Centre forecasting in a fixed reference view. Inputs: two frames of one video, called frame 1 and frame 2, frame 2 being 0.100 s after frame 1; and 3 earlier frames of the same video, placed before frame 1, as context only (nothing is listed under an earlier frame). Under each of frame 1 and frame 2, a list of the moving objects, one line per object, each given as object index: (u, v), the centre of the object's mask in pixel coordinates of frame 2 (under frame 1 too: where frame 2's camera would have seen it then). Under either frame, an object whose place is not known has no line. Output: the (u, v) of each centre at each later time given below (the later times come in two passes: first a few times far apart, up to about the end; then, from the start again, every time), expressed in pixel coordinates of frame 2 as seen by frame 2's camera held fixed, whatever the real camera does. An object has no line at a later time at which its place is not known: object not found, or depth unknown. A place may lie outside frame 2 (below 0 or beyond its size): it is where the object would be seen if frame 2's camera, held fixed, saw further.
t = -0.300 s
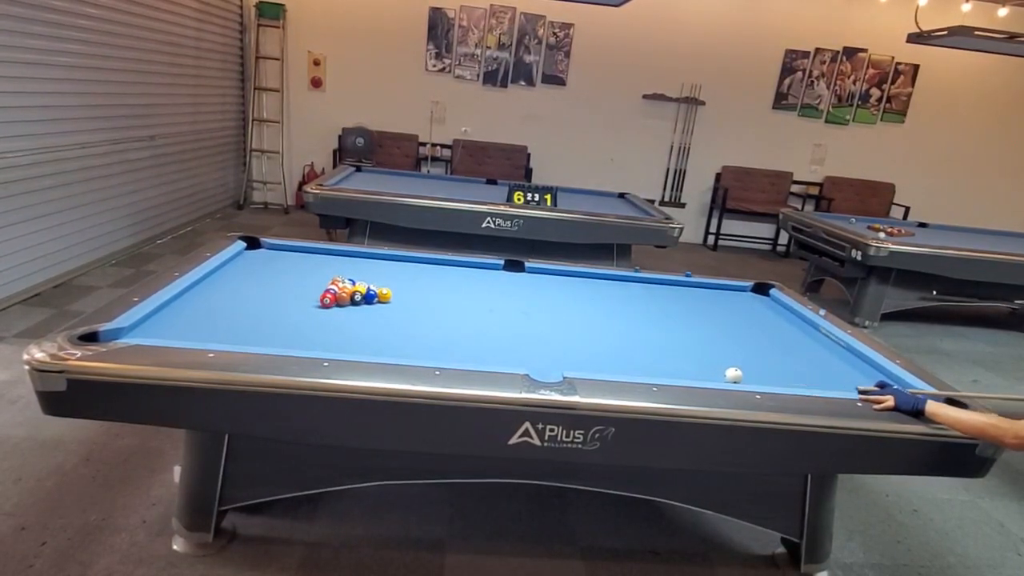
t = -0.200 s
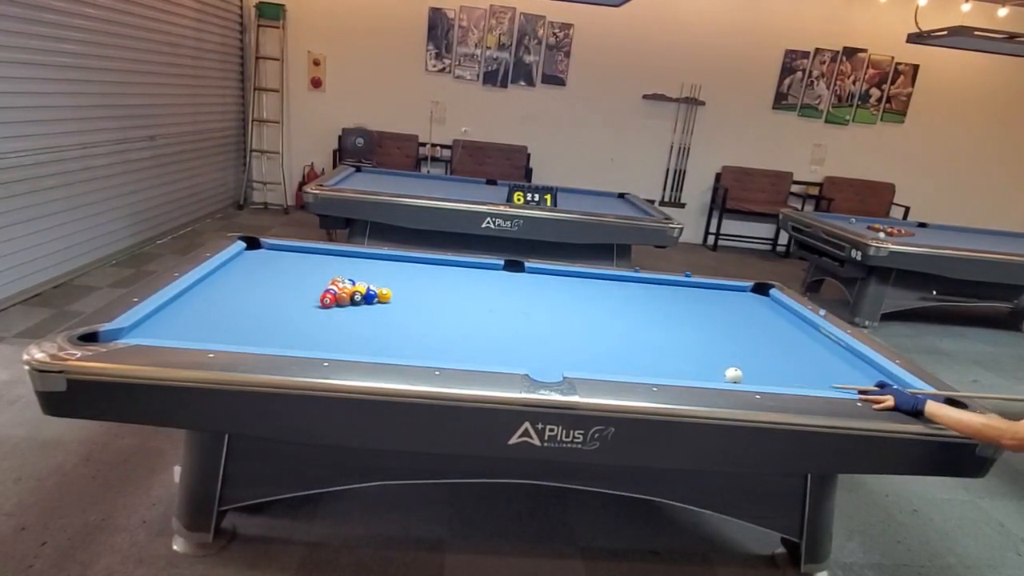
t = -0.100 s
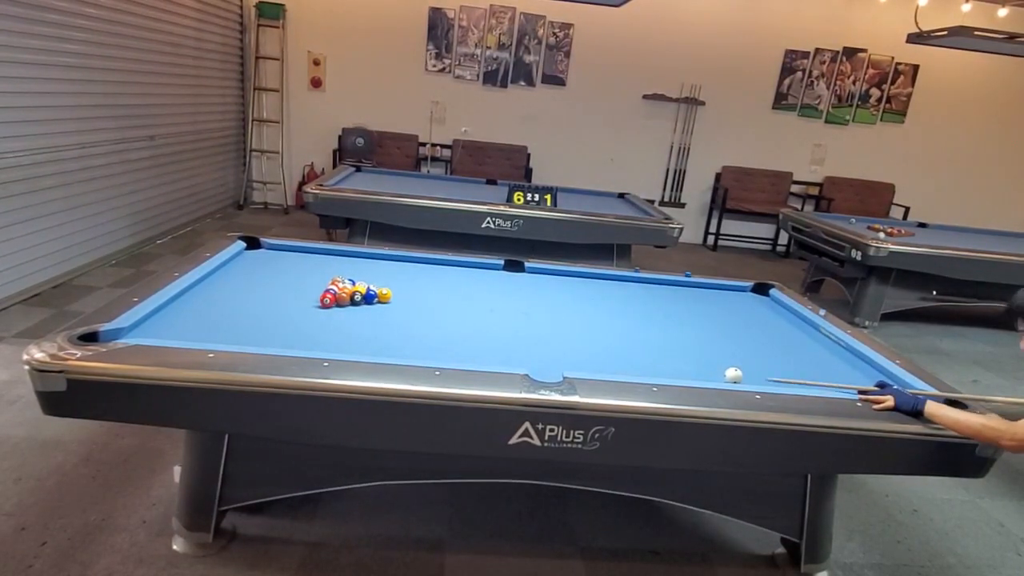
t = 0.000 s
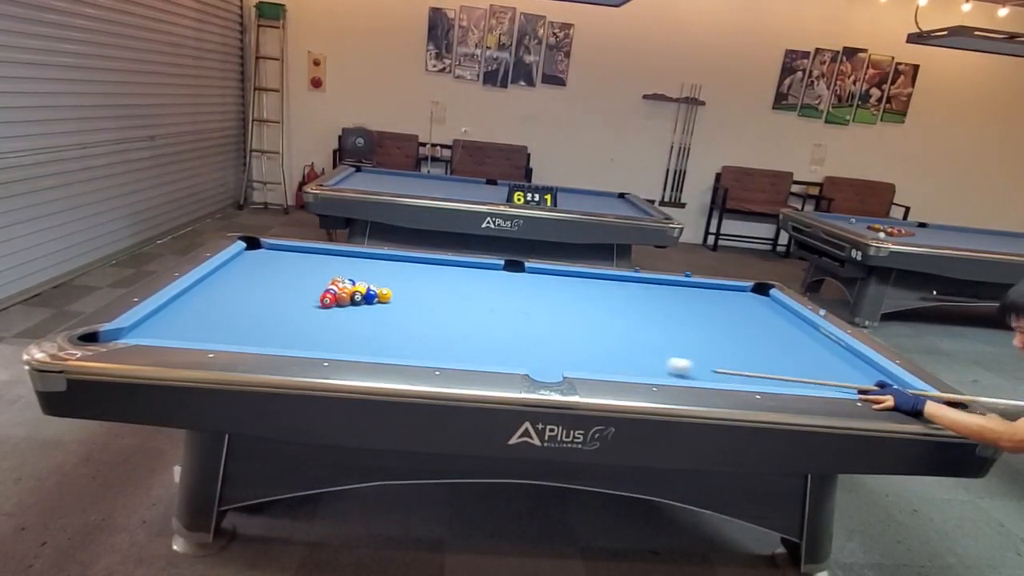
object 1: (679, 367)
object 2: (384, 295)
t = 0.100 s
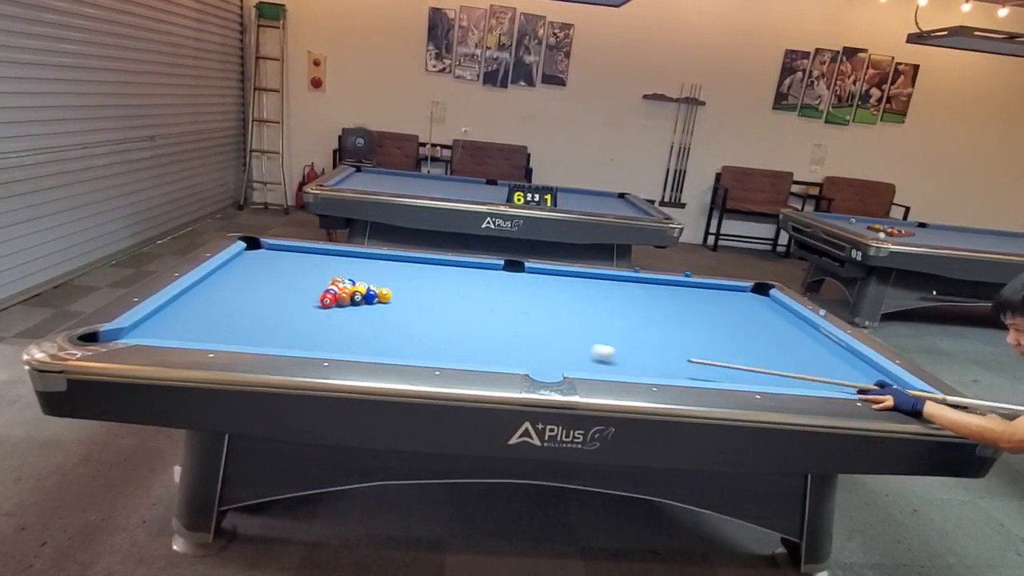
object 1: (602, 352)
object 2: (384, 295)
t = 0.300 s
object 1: (474, 330)
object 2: (384, 295)
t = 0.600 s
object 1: (316, 306)
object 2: (386, 295)
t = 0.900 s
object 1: (195, 309)
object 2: (397, 299)
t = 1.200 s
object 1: (209, 319)
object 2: (408, 302)
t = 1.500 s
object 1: (263, 333)
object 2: (418, 304)
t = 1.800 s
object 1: (317, 344)
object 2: (425, 307)
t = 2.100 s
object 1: (369, 349)
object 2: (431, 309)
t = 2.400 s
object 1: (415, 351)
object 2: (436, 310)
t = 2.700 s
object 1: (457, 352)
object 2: (439, 311)
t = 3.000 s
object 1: (495, 351)
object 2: (442, 312)
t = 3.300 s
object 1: (529, 350)
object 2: (442, 312)
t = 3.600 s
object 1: (561, 350)
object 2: (442, 312)
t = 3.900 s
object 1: (589, 349)
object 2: (442, 312)
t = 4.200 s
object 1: (615, 349)
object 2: (442, 312)
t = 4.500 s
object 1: (638, 350)
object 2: (442, 312)
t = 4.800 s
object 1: (659, 349)
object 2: (442, 312)
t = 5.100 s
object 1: (677, 349)
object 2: (442, 312)
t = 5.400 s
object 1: (693, 348)
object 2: (442, 312)
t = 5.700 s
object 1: (707, 349)
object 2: (442, 312)
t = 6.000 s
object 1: (719, 348)
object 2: (442, 312)
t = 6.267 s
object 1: (728, 348)
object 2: (442, 312)
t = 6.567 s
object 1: (736, 349)
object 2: (442, 312)
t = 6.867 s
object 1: (742, 349)
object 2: (442, 312)
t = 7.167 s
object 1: (746, 349)
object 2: (442, 312)
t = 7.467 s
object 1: (748, 349)
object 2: (441, 312)
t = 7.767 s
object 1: (748, 349)
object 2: (441, 312)
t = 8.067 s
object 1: (748, 349)
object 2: (441, 312)
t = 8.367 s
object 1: (748, 349)
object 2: (441, 312)
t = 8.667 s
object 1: (748, 349)
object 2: (442, 312)
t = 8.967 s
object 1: (748, 349)
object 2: (442, 312)
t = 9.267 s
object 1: (748, 349)
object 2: (442, 312)
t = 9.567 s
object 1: (748, 349)
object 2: (441, 312)
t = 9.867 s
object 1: (748, 349)
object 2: (442, 312)
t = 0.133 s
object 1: (579, 348)
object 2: (384, 295)
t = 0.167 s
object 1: (557, 344)
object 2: (384, 295)
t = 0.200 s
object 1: (535, 341)
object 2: (384, 295)
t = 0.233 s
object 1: (515, 337)
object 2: (384, 295)
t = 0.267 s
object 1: (495, 333)
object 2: (384, 295)
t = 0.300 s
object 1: (474, 330)
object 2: (384, 295)
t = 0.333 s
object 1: (455, 326)
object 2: (384, 295)
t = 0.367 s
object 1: (435, 323)
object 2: (384, 295)
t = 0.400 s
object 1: (416, 319)
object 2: (384, 295)
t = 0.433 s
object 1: (398, 316)
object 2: (384, 295)
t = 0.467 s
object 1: (380, 312)
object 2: (384, 295)
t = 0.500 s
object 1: (360, 309)
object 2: (384, 295)
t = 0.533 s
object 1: (343, 305)
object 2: (384, 295)
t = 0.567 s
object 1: (327, 304)
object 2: (385, 295)
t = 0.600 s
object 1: (316, 306)
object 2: (386, 295)
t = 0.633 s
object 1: (304, 307)
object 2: (387, 296)
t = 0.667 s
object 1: (291, 307)
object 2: (389, 296)
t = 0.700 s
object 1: (279, 308)
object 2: (390, 297)
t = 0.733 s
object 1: (266, 308)
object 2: (391, 297)
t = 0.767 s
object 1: (252, 308)
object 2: (393, 297)
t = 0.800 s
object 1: (238, 308)
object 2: (394, 298)
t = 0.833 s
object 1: (224, 308)
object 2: (395, 298)
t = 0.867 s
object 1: (210, 309)
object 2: (396, 298)
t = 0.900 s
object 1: (195, 309)
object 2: (397, 299)
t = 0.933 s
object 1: (181, 309)
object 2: (399, 299)
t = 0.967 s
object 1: (167, 309)
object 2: (400, 299)
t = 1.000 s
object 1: (172, 310)
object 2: (401, 300)
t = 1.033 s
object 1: (180, 312)
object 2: (402, 300)
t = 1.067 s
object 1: (186, 314)
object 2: (403, 301)
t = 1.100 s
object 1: (192, 315)
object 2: (405, 301)
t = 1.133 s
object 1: (198, 317)
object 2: (406, 301)
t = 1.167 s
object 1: (204, 318)
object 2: (407, 302)
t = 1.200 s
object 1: (209, 319)
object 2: (408, 302)
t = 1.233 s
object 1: (215, 321)
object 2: (409, 302)
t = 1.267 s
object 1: (221, 322)
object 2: (410, 302)
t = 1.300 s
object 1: (228, 324)
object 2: (411, 303)
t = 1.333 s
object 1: (233, 325)
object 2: (413, 303)
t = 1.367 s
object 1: (239, 327)
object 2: (414, 303)
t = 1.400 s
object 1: (245, 328)
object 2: (415, 304)
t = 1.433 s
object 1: (251, 330)
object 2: (416, 304)
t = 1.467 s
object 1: (257, 332)
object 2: (417, 304)
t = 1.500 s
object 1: (263, 333)
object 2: (418, 304)
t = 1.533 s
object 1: (269, 334)
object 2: (419, 305)
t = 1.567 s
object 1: (275, 336)
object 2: (419, 305)
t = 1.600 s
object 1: (281, 337)
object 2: (420, 305)
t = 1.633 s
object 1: (287, 339)
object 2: (421, 306)
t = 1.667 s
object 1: (293, 339)
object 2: (422, 306)
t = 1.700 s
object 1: (299, 341)
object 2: (423, 306)
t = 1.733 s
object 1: (305, 342)
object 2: (424, 306)
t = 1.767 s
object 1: (311, 343)
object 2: (424, 307)
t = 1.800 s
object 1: (317, 344)
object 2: (425, 307)
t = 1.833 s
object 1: (323, 345)
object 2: (426, 308)
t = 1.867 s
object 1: (329, 347)
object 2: (427, 308)
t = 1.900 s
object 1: (336, 348)
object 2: (427, 308)
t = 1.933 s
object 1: (342, 349)
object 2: (428, 308)
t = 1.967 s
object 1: (348, 349)
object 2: (429, 308)
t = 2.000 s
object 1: (354, 349)
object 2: (429, 308)
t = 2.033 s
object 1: (359, 349)
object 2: (430, 308)
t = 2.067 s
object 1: (364, 349)
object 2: (431, 309)
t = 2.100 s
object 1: (369, 349)
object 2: (431, 309)
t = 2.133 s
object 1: (375, 350)
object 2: (432, 309)
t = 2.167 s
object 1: (380, 350)
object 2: (432, 309)
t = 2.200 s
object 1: (385, 350)
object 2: (433, 309)
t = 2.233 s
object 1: (391, 350)
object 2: (433, 309)
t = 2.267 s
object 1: (396, 350)
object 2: (434, 310)
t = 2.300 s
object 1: (401, 350)
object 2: (434, 310)
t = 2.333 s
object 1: (405, 351)
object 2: (435, 310)
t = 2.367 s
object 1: (410, 350)
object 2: (435, 310)
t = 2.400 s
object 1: (415, 351)
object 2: (436, 310)
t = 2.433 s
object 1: (420, 351)
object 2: (437, 310)
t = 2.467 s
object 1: (425, 351)
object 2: (437, 311)
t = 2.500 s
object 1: (430, 351)
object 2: (437, 311)
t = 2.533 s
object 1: (435, 351)
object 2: (438, 311)
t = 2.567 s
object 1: (439, 351)
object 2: (438, 311)
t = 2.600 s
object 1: (444, 352)
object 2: (438, 311)
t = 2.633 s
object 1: (447, 352)
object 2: (439, 311)
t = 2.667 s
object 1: (452, 352)
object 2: (439, 311)
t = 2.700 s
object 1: (457, 352)
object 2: (439, 311)
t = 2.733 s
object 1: (461, 352)
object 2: (439, 311)
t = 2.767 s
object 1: (466, 352)
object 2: (440, 312)
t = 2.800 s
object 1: (470, 351)
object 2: (441, 312)
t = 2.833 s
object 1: (474, 351)
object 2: (441, 312)
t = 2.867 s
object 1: (478, 351)
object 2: (441, 312)
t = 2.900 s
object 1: (483, 351)
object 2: (441, 312)
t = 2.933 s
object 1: (487, 351)
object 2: (442, 312)
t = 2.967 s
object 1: (491, 351)
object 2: (442, 312)
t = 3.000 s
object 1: (495, 351)
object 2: (442, 312)
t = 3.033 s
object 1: (499, 351)
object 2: (442, 312)
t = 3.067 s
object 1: (503, 351)
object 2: (442, 312)
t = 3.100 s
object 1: (507, 351)
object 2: (442, 312)
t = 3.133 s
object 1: (511, 351)
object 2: (442, 312)
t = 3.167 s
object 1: (515, 350)
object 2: (442, 312)
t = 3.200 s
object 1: (518, 351)
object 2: (442, 312)
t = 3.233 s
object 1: (522, 351)
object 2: (442, 312)
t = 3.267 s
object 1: (526, 350)
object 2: (442, 312)
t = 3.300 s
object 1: (529, 350)
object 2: (442, 312)
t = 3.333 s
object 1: (533, 350)
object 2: (442, 312)
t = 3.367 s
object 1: (537, 350)
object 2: (442, 312)
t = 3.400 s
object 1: (540, 350)
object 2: (442, 312)
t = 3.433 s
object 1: (544, 350)
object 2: (442, 312)
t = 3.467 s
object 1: (547, 349)
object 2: (442, 312)
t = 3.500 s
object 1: (551, 350)
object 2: (442, 312)
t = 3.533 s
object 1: (554, 350)
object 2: (442, 312)
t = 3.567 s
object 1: (557, 350)
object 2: (442, 312)
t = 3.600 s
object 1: (561, 350)
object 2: (442, 312)
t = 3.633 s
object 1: (564, 350)
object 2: (442, 312)
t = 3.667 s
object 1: (568, 350)
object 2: (442, 312)
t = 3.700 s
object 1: (570, 350)
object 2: (442, 312)
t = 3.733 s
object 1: (573, 350)
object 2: (442, 312)
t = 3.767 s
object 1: (577, 350)
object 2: (442, 312)
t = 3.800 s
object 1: (580, 349)
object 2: (442, 312)
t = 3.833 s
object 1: (583, 350)
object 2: (442, 312)
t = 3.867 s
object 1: (586, 349)
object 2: (442, 312)
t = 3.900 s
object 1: (589, 349)
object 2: (442, 312)
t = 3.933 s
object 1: (592, 350)
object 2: (442, 312)
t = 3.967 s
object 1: (595, 349)
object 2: (442, 312)
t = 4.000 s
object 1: (598, 349)
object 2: (442, 312)
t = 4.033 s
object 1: (601, 349)
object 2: (442, 312)
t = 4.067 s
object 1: (604, 349)
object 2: (442, 312)
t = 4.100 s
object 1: (607, 349)
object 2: (442, 312)
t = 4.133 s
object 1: (610, 349)
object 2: (442, 312)
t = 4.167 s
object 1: (612, 349)
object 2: (442, 312)
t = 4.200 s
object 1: (615, 349)
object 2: (442, 312)
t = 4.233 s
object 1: (617, 349)
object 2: (442, 312)
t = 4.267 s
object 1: (620, 349)
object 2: (442, 312)
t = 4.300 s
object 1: (623, 349)
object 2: (442, 312)
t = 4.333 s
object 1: (626, 349)
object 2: (441, 312)
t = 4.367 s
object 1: (628, 349)
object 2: (442, 312)
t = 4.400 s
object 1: (631, 349)
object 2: (442, 312)
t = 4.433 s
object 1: (633, 349)
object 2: (441, 312)
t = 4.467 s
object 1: (636, 349)
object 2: (442, 312)
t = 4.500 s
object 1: (638, 350)
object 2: (442, 312)
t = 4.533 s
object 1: (641, 349)
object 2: (441, 312)
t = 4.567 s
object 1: (643, 349)
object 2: (442, 312)
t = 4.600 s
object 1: (645, 349)
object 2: (441, 312)
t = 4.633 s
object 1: (648, 349)
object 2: (442, 312)
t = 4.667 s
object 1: (650, 349)
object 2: (442, 312)
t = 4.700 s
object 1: (652, 349)
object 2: (442, 312)
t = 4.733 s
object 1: (655, 349)
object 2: (441, 312)
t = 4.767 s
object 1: (657, 349)
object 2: (442, 312)
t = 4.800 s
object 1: (659, 349)
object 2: (442, 312)
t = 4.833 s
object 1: (661, 349)
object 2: (442, 312)
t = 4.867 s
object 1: (663, 349)
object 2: (442, 312)
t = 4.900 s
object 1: (665, 349)
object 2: (441, 312)
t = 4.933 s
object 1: (667, 349)
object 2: (442, 312)
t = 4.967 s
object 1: (670, 349)
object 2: (442, 312)
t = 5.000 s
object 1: (672, 349)
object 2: (441, 312)
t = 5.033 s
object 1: (674, 349)
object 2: (442, 312)
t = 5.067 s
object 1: (675, 349)
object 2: (441, 312)
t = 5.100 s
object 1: (677, 349)
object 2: (442, 312)
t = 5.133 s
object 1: (679, 349)
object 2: (442, 312)
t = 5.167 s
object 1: (681, 349)
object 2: (442, 312)
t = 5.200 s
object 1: (683, 349)
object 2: (442, 312)
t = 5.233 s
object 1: (685, 349)
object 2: (442, 312)
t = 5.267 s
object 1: (687, 349)
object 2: (441, 312)
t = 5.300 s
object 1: (688, 349)
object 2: (442, 312)
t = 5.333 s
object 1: (690, 349)
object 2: (442, 312)
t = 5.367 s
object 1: (692, 349)
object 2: (442, 312)
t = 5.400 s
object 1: (693, 348)
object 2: (442, 312)
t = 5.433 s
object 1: (695, 349)
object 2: (441, 312)
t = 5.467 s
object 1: (697, 349)
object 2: (442, 312)
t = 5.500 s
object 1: (699, 349)
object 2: (442, 312)
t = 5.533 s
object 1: (700, 348)
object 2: (442, 312)
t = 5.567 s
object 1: (701, 348)
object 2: (441, 312)
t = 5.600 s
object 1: (703, 349)
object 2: (442, 312)
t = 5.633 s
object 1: (704, 349)
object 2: (441, 312)
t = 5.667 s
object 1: (706, 349)
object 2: (442, 312)
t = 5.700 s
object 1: (707, 349)
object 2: (442, 312)
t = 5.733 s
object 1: (709, 349)
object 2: (442, 312)
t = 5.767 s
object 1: (710, 349)
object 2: (442, 312)
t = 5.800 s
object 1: (712, 349)
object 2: (442, 312)
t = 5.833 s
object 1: (713, 348)
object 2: (441, 312)
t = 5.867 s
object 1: (714, 348)
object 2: (442, 312)
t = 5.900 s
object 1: (716, 348)
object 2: (442, 312)
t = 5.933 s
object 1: (717, 349)
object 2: (442, 312)
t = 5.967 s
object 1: (718, 348)
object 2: (442, 312)
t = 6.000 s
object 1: (719, 348)
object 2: (442, 312)
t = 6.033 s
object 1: (720, 348)
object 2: (442, 312)
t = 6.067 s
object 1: (722, 349)
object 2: (442, 312)
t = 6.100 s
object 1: (723, 349)
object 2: (442, 312)
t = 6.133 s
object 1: (724, 349)
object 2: (442, 312)
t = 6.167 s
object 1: (725, 349)
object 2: (442, 312)
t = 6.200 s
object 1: (726, 349)
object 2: (442, 312)
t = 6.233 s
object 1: (727, 348)
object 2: (442, 312)
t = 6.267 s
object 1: (728, 348)
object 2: (442, 312)
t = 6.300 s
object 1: (729, 349)
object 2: (442, 312)
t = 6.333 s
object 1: (730, 349)
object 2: (442, 312)
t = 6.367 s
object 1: (731, 349)
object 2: (442, 312)
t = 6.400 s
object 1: (732, 348)
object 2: (441, 312)
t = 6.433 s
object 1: (733, 349)
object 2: (442, 312)
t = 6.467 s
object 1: (733, 349)
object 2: (442, 312)
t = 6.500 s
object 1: (734, 349)
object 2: (442, 312)
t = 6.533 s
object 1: (735, 349)
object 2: (442, 312)
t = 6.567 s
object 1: (736, 349)
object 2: (442, 312)
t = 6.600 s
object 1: (737, 348)
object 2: (442, 312)
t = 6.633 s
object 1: (737, 349)
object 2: (442, 312)
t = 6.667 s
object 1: (738, 349)
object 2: (442, 312)
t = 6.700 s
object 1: (739, 349)
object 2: (442, 312)
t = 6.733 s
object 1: (739, 349)
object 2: (442, 312)
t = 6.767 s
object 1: (740, 349)
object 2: (442, 312)
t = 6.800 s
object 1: (741, 349)
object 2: (442, 312)
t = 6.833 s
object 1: (742, 349)
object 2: (442, 312)
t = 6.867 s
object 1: (742, 349)
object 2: (442, 312)
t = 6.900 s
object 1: (743, 349)
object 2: (442, 312)
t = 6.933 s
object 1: (743, 349)
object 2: (442, 312)
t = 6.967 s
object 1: (744, 349)
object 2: (442, 312)
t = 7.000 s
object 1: (744, 349)
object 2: (442, 312)
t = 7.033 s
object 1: (744, 349)
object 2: (442, 312)
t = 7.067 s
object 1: (745, 349)
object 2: (442, 312)
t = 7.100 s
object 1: (745, 349)
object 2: (442, 312)
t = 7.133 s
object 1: (746, 349)
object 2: (442, 312)
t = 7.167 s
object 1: (746, 349)
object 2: (442, 312)
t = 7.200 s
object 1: (746, 349)
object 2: (442, 311)
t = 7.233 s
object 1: (746, 349)
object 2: (442, 312)
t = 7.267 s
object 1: (747, 349)
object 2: (442, 312)
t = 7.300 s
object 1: (747, 349)
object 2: (442, 312)
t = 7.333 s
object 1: (747, 349)
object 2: (441, 312)
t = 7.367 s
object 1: (747, 349)
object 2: (441, 312)
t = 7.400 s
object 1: (747, 349)
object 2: (442, 312)
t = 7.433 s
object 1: (748, 349)
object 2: (441, 312)
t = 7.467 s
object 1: (748, 349)
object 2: (441, 312)
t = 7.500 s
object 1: (748, 349)
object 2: (441, 312)
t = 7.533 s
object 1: (748, 349)
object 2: (442, 312)
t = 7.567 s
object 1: (748, 349)
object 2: (441, 312)
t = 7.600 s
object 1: (748, 349)
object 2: (441, 312)
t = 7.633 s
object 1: (748, 349)
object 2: (441, 312)
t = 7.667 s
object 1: (748, 349)
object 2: (441, 312)
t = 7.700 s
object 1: (748, 349)
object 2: (441, 312)
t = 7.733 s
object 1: (748, 349)
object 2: (441, 312)
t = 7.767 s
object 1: (748, 349)
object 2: (441, 312)
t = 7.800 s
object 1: (748, 349)
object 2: (442, 312)
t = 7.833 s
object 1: (748, 349)
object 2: (442, 312)
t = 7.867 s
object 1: (748, 348)
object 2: (441, 312)
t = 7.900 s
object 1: (748, 349)
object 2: (441, 312)
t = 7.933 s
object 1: (748, 349)
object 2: (441, 312)
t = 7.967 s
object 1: (748, 349)
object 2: (441, 312)
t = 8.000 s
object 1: (748, 349)
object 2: (441, 312)
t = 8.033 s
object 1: (748, 349)
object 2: (441, 312)
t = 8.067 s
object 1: (748, 349)
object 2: (441, 312)
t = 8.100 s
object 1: (748, 349)
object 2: (442, 312)
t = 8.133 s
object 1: (748, 349)
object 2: (441, 312)
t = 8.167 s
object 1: (748, 349)
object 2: (441, 312)
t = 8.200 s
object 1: (748, 349)
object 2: (441, 312)
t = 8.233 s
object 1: (748, 349)
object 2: (441, 312)
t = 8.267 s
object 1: (748, 349)
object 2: (441, 312)
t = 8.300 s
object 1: (748, 349)
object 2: (441, 312)
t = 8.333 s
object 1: (748, 349)
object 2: (442, 312)
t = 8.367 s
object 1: (748, 349)
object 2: (441, 312)
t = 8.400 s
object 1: (748, 349)
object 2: (441, 312)
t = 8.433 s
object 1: (748, 349)
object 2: (441, 312)
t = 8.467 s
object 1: (748, 349)
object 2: (441, 312)
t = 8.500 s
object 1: (748, 349)
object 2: (441, 312)
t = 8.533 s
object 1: (748, 349)
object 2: (442, 312)
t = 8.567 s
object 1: (748, 349)
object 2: (442, 312)
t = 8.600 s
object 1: (748, 349)
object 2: (442, 312)
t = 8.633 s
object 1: (748, 349)
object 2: (442, 312)
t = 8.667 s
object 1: (748, 349)
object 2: (442, 312)
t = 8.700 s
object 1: (748, 349)
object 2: (441, 312)
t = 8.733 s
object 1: (748, 349)
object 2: (442, 312)
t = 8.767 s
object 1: (748, 349)
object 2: (442, 312)
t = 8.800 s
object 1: (748, 349)
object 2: (442, 312)
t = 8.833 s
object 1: (748, 349)
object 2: (442, 312)
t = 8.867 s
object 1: (748, 349)
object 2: (442, 312)
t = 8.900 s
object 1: (748, 349)
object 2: (442, 312)
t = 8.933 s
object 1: (748, 349)
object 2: (442, 312)
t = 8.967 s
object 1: (748, 349)
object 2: (442, 312)
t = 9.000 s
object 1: (748, 349)
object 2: (442, 312)
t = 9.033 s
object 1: (748, 349)
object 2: (442, 312)
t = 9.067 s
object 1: (748, 349)
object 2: (442, 312)
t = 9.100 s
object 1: (748, 349)
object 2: (442, 312)
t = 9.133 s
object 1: (748, 349)
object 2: (442, 312)
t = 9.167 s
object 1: (748, 349)
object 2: (442, 312)
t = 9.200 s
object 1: (748, 349)
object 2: (442, 312)
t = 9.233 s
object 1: (748, 349)
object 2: (442, 312)
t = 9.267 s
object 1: (748, 349)
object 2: (442, 312)
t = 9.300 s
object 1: (748, 348)
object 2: (442, 312)
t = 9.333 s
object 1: (749, 349)
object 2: (442, 312)
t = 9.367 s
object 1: (748, 348)
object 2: (442, 312)
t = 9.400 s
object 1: (748, 349)
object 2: (441, 312)
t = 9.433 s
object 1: (748, 349)
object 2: (441, 312)
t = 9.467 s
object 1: (748, 349)
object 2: (442, 312)
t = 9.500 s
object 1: (748, 349)
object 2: (442, 312)
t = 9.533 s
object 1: (748, 349)
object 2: (441, 312)
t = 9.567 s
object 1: (748, 349)
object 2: (441, 312)
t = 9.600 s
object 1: (748, 349)
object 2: (442, 312)
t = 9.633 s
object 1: (748, 349)
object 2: (442, 312)
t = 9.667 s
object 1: (748, 349)
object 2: (442, 312)
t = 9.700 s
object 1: (748, 349)
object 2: (442, 312)
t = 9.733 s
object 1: (748, 349)
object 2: (442, 312)
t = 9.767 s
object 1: (748, 348)
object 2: (442, 312)
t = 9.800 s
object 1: (748, 349)
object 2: (441, 312)
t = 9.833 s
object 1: (748, 348)
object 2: (441, 312)
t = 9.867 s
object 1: (748, 349)
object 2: (442, 312)
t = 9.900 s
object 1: (748, 349)
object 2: (442, 312)
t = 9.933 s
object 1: (748, 349)
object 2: (442, 312)
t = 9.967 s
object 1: (748, 349)
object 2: (442, 312)
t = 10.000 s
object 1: (748, 349)
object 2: (442, 312)
